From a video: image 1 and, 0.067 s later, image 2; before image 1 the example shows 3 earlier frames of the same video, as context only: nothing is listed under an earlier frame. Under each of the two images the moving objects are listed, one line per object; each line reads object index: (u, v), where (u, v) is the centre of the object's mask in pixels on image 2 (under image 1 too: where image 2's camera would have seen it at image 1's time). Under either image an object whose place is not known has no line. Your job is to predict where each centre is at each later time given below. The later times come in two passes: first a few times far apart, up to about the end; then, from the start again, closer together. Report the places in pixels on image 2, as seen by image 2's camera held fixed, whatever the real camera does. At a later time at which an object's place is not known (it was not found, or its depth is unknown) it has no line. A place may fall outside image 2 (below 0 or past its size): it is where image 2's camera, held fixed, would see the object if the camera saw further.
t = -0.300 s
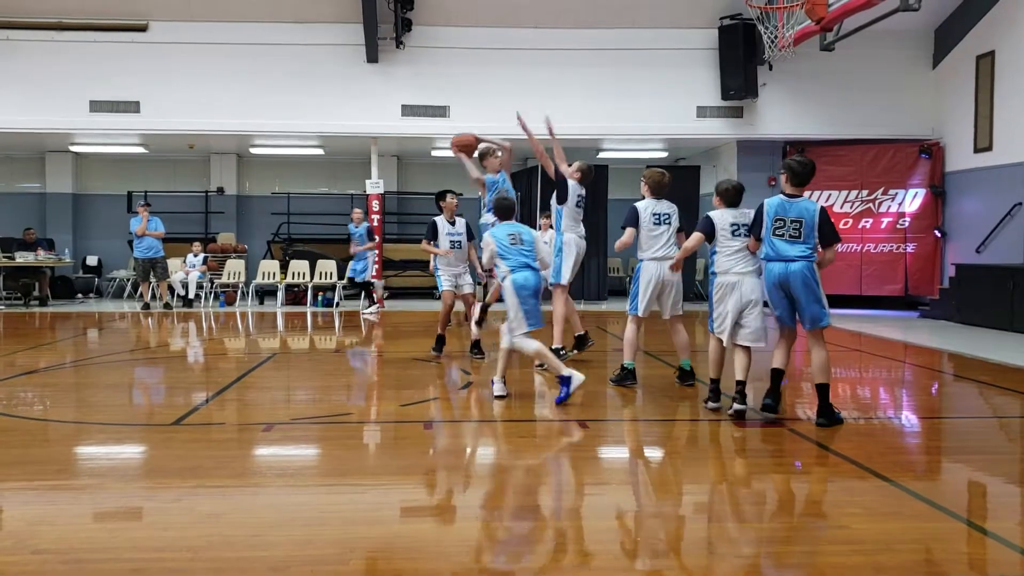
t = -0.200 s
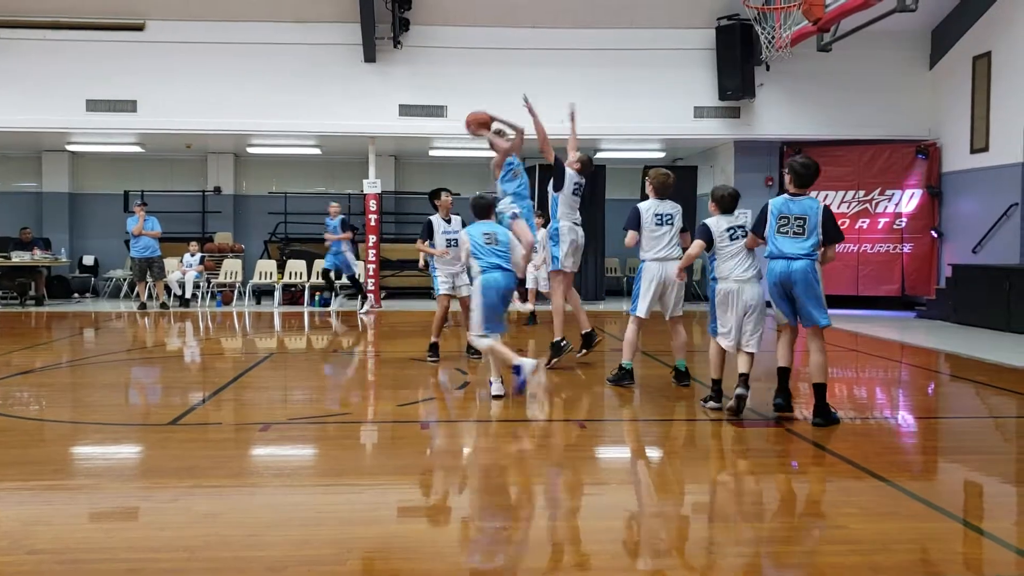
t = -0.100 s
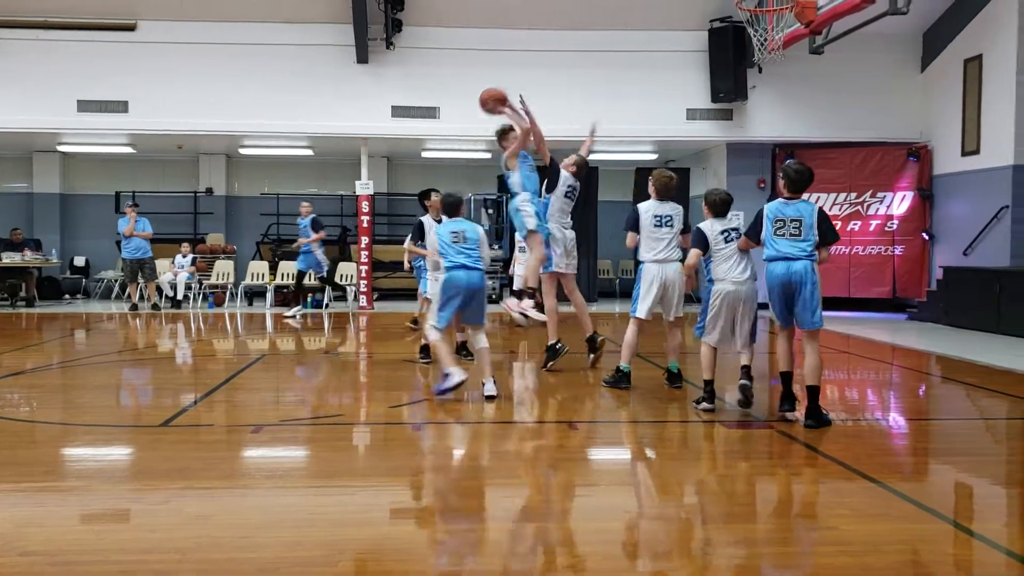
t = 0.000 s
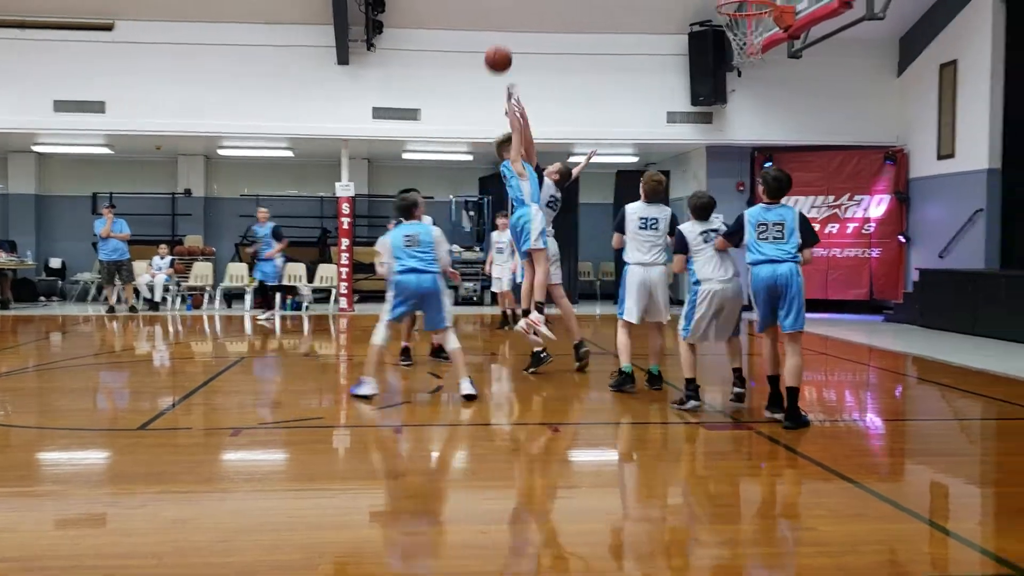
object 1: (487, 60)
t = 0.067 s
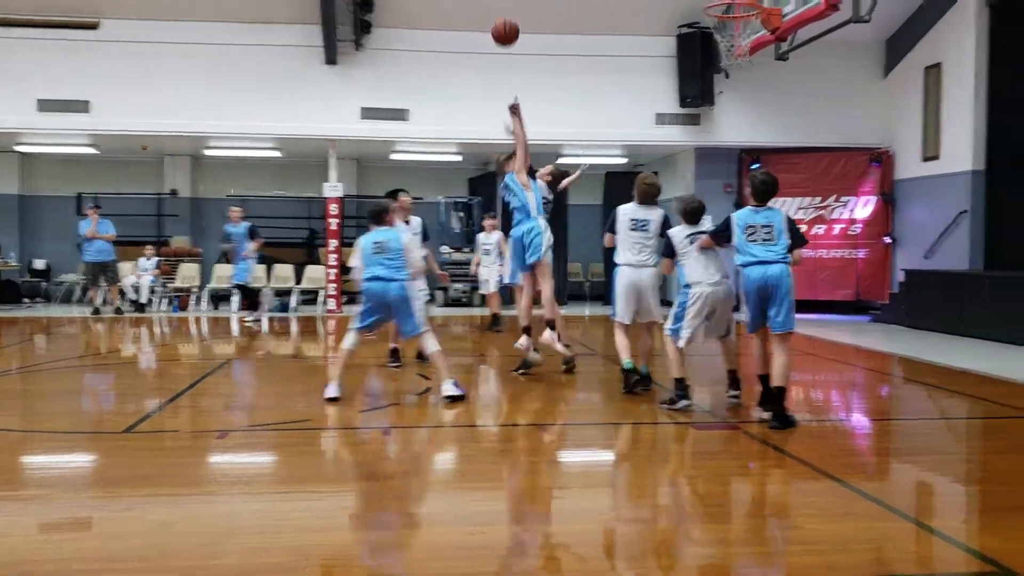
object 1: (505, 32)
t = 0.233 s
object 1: (549, -4)
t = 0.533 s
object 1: (630, -16)
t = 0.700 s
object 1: (674, 20)
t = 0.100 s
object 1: (514, 20)
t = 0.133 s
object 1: (522, 10)
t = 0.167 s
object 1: (532, 5)
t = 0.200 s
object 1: (540, 0)
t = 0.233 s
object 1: (549, -4)
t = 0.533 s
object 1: (630, -16)
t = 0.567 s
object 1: (639, -14)
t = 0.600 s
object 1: (648, -8)
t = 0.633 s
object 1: (657, 0)
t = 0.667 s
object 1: (665, 10)
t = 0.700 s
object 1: (674, 20)
